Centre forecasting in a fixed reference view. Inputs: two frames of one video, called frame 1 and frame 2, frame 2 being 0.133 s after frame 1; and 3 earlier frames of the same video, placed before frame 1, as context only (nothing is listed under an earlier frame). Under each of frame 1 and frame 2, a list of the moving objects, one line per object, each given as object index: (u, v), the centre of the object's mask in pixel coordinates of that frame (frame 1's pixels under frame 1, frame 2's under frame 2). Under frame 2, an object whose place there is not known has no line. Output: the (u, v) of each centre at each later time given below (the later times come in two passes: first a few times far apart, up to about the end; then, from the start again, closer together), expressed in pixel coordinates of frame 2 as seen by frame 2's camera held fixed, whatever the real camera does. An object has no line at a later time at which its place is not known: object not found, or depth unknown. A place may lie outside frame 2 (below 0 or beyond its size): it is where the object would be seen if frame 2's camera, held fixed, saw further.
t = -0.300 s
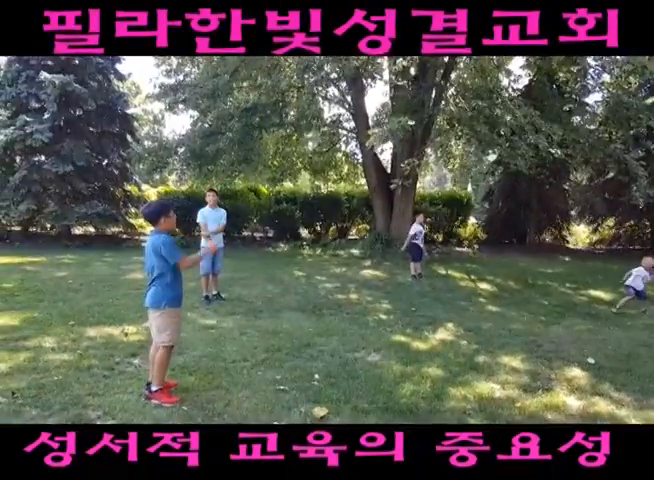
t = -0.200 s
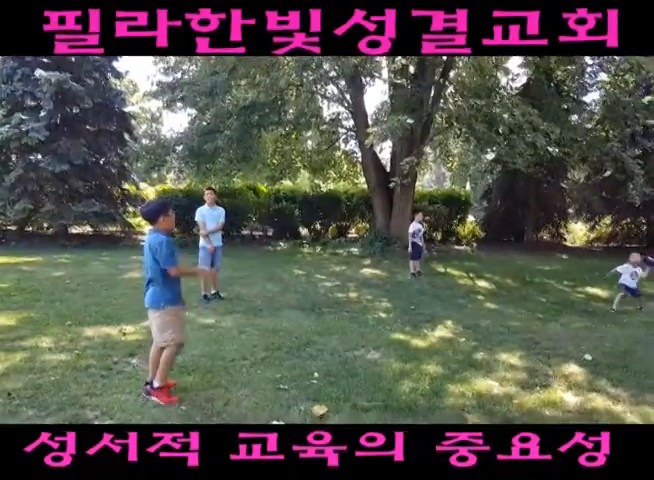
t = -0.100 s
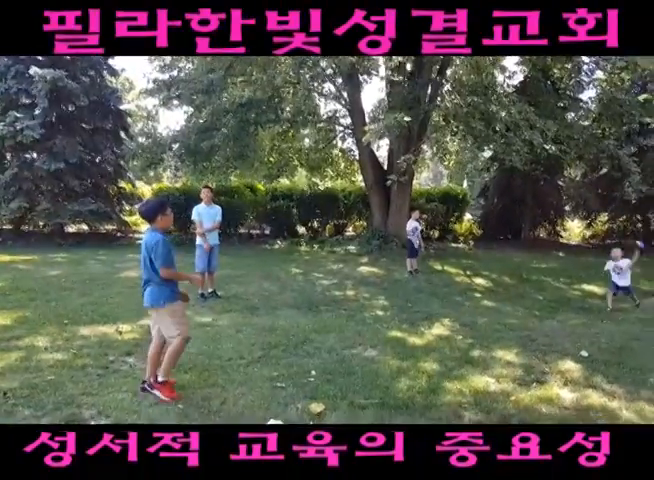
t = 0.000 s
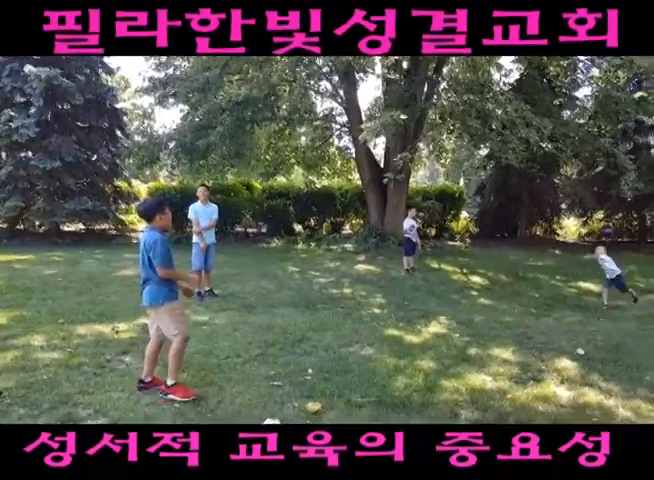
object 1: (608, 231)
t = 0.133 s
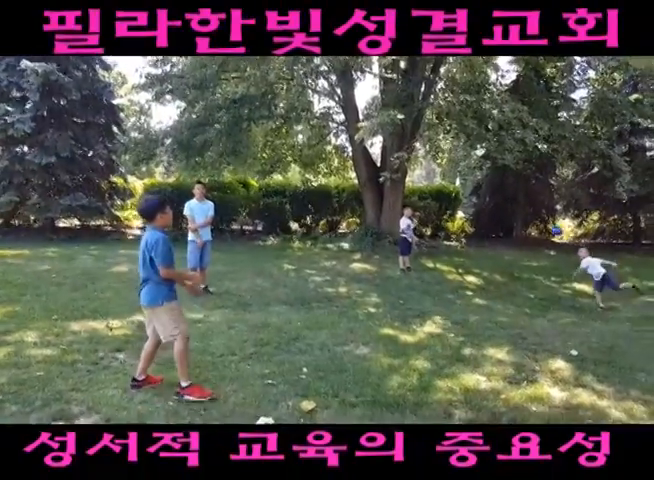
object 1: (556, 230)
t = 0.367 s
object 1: (459, 255)
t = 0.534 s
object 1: (367, 312)
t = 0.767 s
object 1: (272, 317)
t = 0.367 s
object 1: (459, 255)
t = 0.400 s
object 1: (439, 265)
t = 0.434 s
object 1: (424, 273)
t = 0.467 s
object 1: (406, 281)
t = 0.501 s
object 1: (385, 297)
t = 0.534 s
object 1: (367, 312)
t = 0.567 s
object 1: (342, 330)
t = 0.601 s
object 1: (319, 350)
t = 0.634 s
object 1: (299, 365)
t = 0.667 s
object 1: (292, 351)
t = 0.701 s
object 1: (287, 339)
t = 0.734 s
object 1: (278, 326)
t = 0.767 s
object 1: (272, 317)
